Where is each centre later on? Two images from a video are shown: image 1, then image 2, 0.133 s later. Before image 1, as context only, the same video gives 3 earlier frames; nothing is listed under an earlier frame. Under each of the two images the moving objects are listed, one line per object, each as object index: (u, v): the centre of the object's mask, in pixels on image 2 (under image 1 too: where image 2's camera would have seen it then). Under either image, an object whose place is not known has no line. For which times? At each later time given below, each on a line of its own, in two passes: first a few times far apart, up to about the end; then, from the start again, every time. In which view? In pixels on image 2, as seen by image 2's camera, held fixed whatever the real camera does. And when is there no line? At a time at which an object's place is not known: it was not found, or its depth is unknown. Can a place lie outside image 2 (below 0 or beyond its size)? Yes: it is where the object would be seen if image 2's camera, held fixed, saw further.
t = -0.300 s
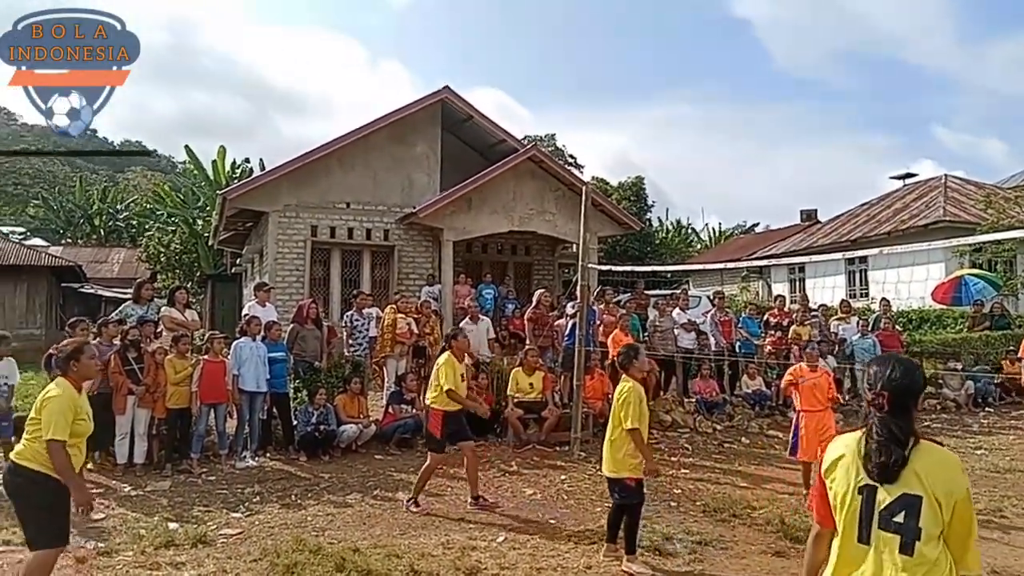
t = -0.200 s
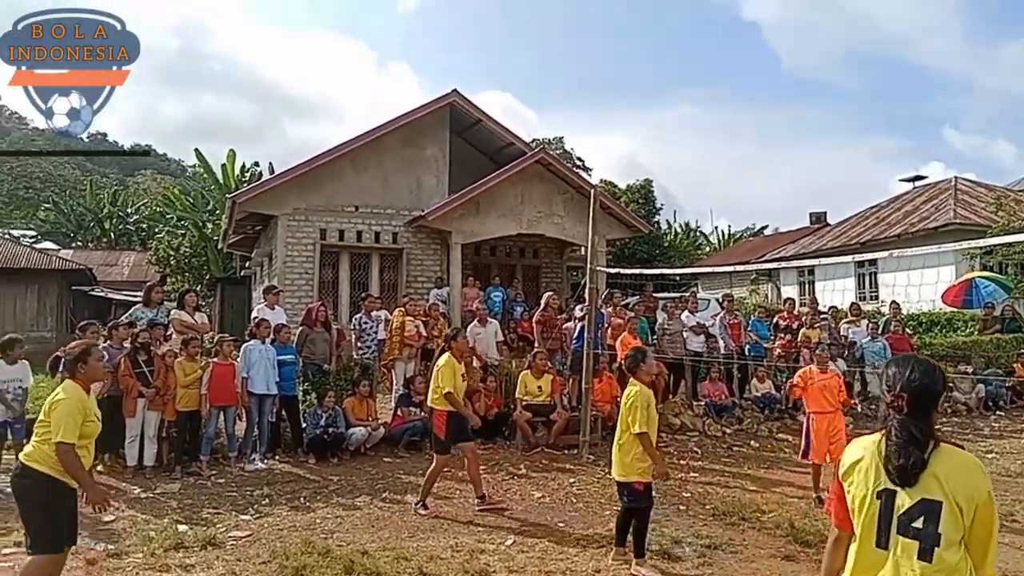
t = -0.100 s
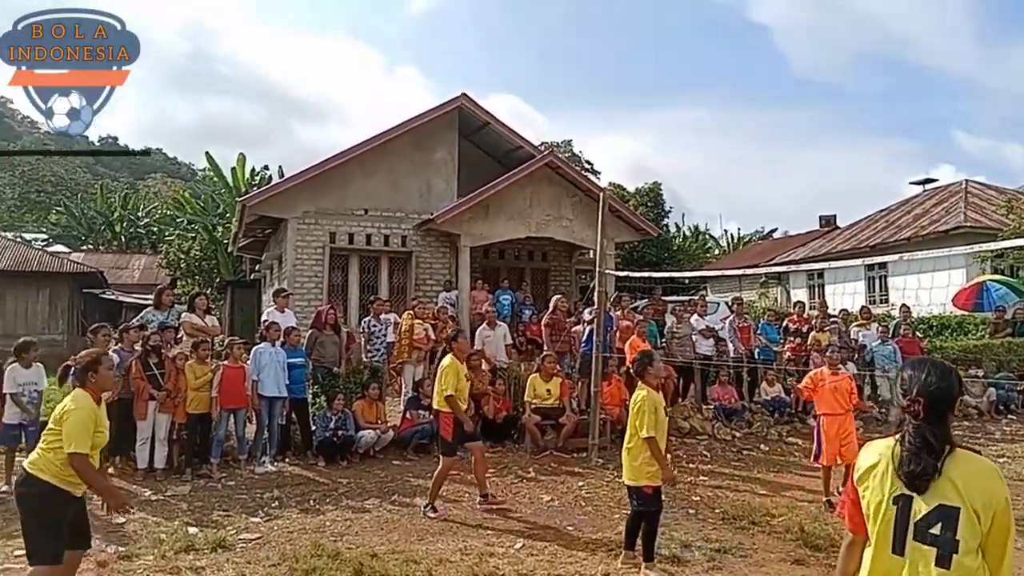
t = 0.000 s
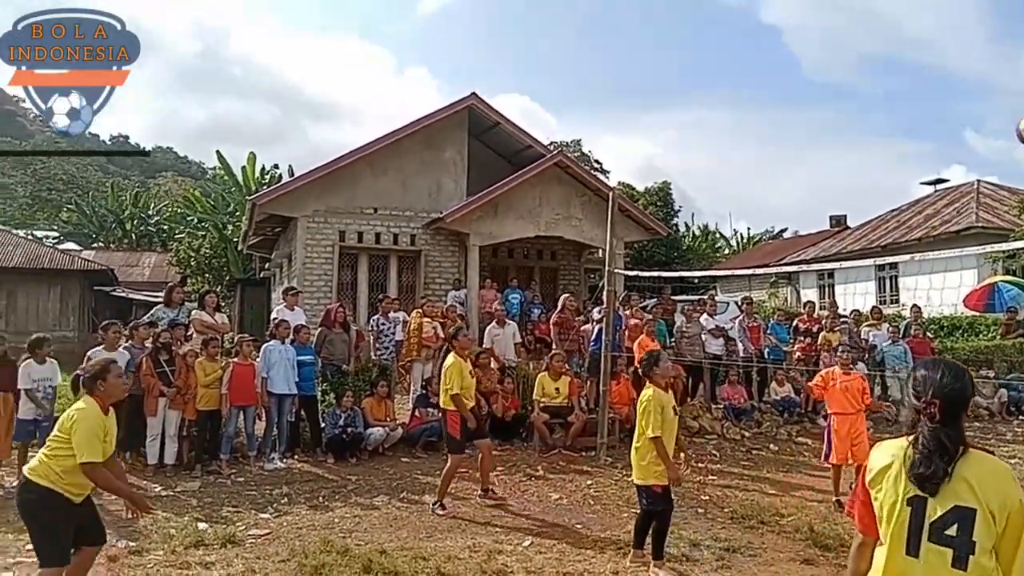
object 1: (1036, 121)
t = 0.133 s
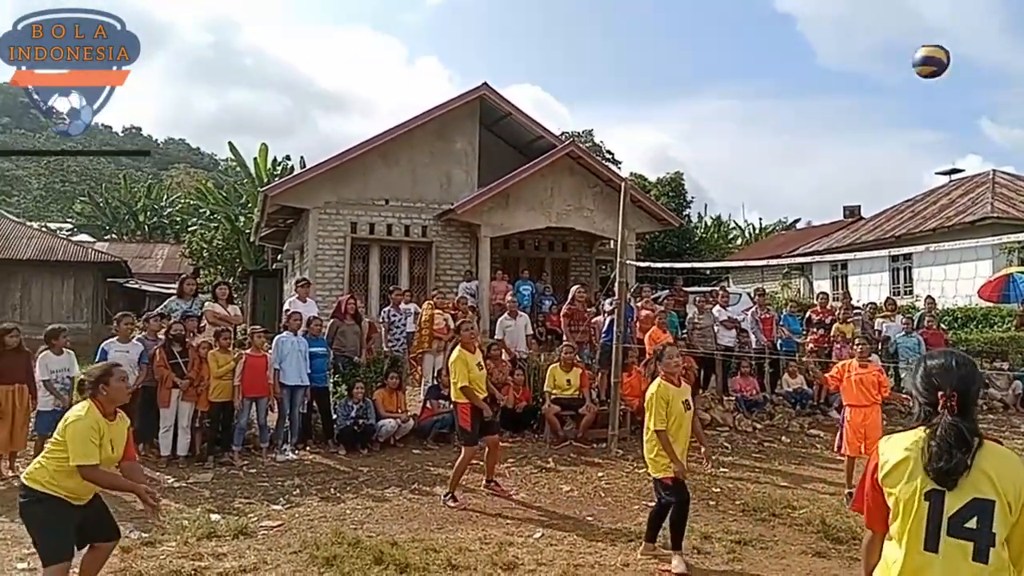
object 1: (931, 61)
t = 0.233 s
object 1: (832, 32)
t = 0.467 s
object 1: (556, 45)
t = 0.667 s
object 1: (254, 155)
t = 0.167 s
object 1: (900, 50)
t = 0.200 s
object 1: (867, 40)
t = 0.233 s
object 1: (832, 32)
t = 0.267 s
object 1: (797, 27)
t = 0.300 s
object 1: (761, 24)
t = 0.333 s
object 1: (721, 24)
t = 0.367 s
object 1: (682, 25)
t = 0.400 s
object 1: (641, 29)
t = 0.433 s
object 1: (598, 37)
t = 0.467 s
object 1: (556, 45)
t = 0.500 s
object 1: (512, 55)
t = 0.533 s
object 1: (464, 68)
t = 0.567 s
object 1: (415, 85)
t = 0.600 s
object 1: (364, 104)
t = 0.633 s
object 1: (309, 128)
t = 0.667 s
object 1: (254, 155)
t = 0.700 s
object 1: (192, 186)
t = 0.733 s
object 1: (130, 222)
